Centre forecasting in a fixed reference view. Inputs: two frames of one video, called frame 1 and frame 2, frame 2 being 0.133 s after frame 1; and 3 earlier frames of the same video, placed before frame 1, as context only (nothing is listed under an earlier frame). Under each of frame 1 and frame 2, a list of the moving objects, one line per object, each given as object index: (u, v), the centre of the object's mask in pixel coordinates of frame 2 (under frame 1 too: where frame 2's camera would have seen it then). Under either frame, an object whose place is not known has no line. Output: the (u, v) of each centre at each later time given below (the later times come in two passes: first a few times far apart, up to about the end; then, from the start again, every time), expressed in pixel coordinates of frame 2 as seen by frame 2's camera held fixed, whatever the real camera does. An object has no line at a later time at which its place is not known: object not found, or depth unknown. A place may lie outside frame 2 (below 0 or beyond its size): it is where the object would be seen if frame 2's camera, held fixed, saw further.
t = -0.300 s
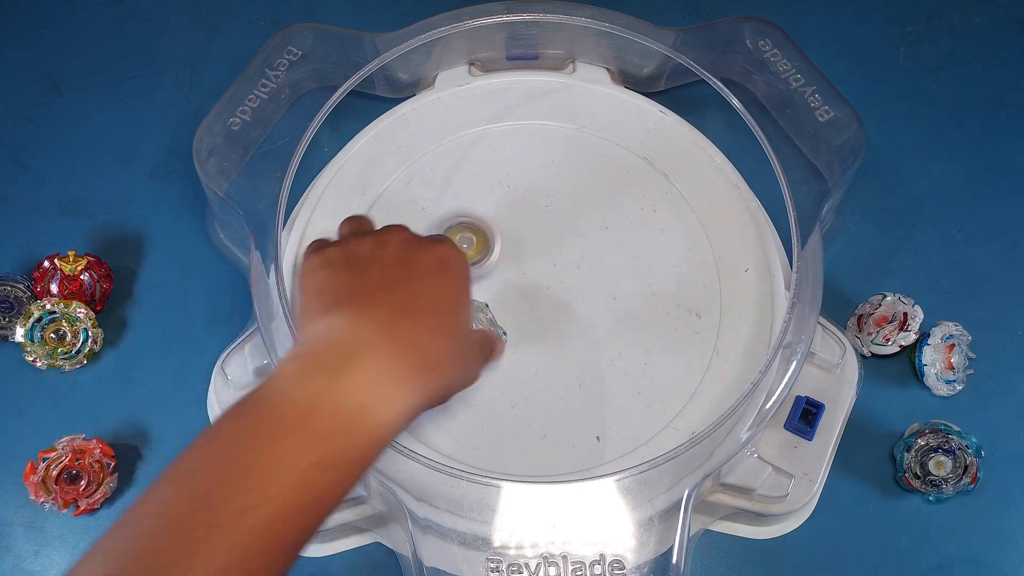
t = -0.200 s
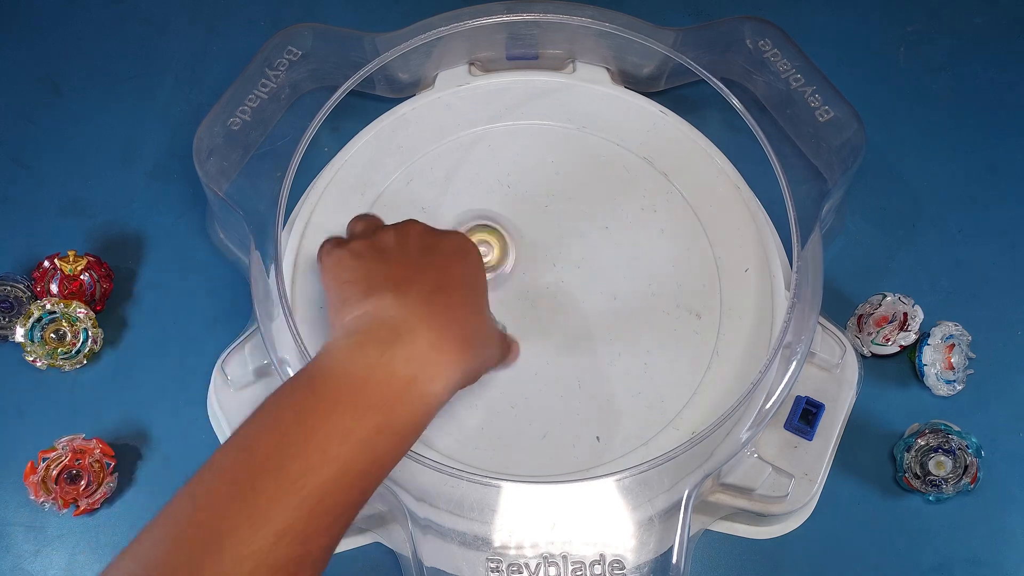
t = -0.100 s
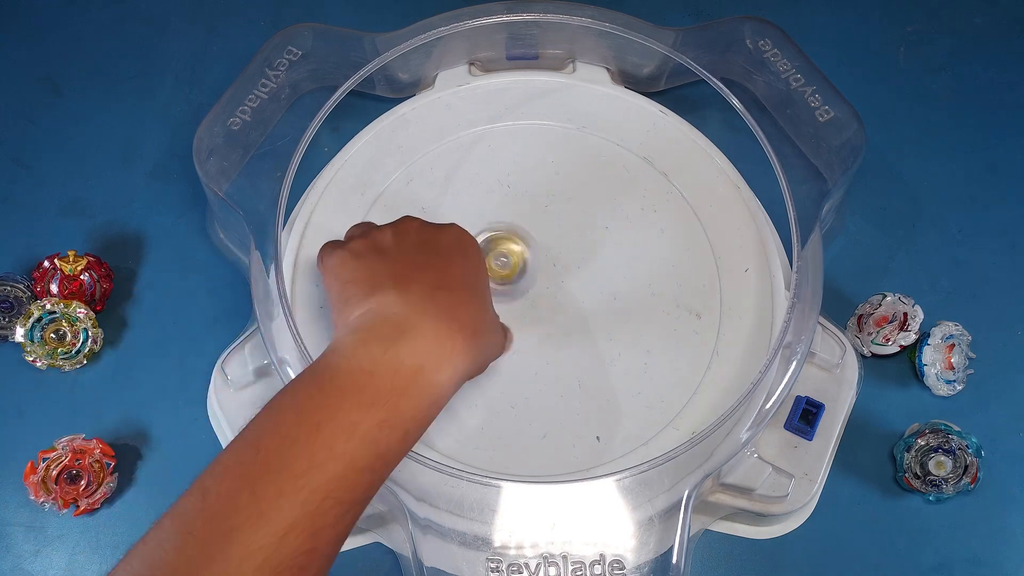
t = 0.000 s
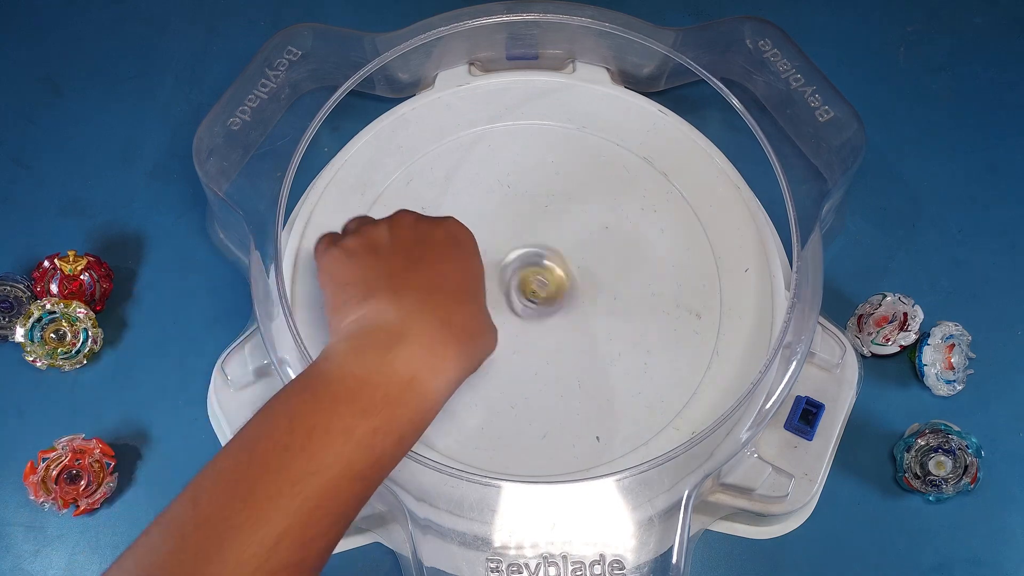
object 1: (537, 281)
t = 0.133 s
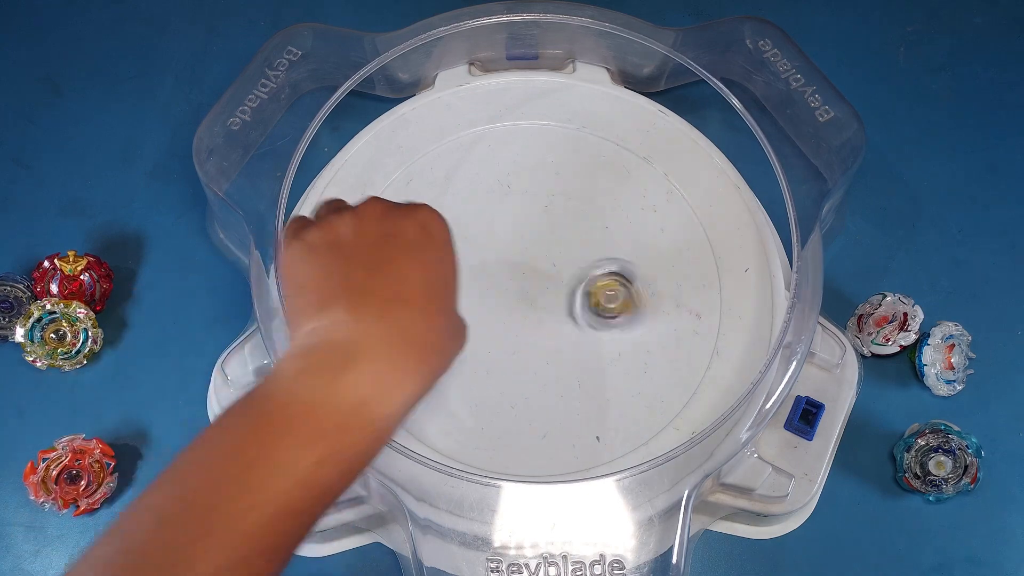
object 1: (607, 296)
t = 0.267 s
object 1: (632, 296)
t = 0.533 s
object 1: (621, 293)
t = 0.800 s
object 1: (621, 293)
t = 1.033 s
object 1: (621, 293)
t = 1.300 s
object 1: (621, 293)
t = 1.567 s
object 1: (621, 293)
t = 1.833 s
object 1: (621, 293)
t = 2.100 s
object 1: (621, 293)
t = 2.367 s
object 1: (621, 293)
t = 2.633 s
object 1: (621, 293)
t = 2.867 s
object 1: (621, 293)
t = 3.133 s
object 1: (621, 293)
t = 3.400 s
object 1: (621, 293)
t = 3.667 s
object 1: (621, 293)
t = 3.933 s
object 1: (621, 293)
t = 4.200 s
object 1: (621, 293)
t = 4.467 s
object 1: (621, 293)
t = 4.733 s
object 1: (621, 293)
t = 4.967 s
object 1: (621, 293)
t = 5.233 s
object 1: (620, 293)
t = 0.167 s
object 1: (618, 296)
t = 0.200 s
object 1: (628, 294)
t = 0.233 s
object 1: (633, 296)
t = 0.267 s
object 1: (632, 296)
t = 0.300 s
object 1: (629, 297)
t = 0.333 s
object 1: (628, 296)
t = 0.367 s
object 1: (626, 295)
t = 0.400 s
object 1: (624, 294)
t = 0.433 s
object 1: (623, 292)
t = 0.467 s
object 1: (621, 294)
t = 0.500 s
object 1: (620, 294)
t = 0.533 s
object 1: (621, 293)
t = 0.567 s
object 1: (621, 293)
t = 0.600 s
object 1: (621, 293)
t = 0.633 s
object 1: (621, 293)
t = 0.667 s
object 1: (621, 293)
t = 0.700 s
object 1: (621, 293)
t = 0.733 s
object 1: (621, 293)
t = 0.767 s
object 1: (621, 293)
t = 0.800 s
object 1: (621, 293)
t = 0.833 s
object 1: (621, 293)
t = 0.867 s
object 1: (621, 293)
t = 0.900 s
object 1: (621, 293)
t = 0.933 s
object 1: (621, 293)
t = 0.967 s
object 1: (621, 293)
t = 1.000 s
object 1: (621, 293)
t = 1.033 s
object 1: (621, 293)
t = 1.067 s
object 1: (621, 293)
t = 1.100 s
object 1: (621, 293)
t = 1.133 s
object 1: (621, 293)
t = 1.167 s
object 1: (621, 293)
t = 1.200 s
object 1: (621, 293)
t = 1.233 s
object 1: (621, 293)
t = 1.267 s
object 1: (621, 293)
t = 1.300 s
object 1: (621, 293)
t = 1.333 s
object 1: (621, 293)
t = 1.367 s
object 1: (621, 293)
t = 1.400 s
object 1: (621, 293)
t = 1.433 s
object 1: (621, 293)
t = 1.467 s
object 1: (621, 293)
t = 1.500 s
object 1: (621, 293)
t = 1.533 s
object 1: (621, 293)
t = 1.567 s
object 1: (621, 293)
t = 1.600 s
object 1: (621, 293)
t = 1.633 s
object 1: (621, 293)
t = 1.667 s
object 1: (621, 293)
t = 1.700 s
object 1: (621, 293)
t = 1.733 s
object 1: (621, 293)
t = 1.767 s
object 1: (621, 293)
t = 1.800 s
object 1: (621, 293)
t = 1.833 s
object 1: (621, 293)
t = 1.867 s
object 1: (621, 293)
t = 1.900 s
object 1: (621, 293)
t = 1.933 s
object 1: (621, 293)
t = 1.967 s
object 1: (621, 293)
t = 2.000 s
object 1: (621, 293)
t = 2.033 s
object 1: (621, 293)
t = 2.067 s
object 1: (621, 293)
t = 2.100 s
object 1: (621, 293)
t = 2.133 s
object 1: (621, 293)
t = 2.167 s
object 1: (621, 293)
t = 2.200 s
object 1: (621, 293)
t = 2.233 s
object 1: (621, 293)
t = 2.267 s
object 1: (621, 293)
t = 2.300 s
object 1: (621, 293)
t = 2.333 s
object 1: (621, 293)
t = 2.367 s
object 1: (621, 293)
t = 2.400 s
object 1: (621, 293)
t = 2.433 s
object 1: (621, 293)
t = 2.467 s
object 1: (621, 293)
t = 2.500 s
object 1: (621, 293)
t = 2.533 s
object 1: (621, 293)
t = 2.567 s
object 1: (621, 293)
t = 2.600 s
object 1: (621, 293)
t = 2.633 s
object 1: (621, 293)
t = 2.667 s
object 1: (621, 293)
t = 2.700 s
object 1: (621, 293)
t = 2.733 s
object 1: (621, 293)
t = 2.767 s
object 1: (621, 293)
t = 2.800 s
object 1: (621, 293)
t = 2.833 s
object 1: (621, 293)
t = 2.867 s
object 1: (621, 293)
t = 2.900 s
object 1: (621, 293)
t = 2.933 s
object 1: (621, 293)
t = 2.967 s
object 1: (621, 293)
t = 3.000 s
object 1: (621, 293)
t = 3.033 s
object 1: (621, 293)
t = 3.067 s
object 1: (621, 293)
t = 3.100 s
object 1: (621, 293)
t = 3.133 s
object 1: (621, 293)
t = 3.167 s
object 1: (621, 293)
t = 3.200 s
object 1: (621, 293)
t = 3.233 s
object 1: (621, 293)
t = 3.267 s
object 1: (621, 293)
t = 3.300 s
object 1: (621, 293)
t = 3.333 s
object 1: (621, 293)
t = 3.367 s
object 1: (621, 293)
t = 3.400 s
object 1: (621, 293)
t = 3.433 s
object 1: (621, 293)
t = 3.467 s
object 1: (621, 293)
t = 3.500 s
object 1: (621, 293)
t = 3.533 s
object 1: (621, 293)
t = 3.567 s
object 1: (621, 293)
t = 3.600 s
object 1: (621, 293)
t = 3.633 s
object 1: (621, 293)
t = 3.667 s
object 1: (621, 293)
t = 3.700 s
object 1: (621, 293)
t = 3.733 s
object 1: (621, 293)
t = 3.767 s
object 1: (621, 293)
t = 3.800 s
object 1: (621, 293)
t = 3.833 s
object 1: (621, 293)
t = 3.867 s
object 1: (621, 293)
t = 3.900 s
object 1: (621, 293)
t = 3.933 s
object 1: (621, 293)
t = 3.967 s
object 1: (621, 293)
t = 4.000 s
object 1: (621, 293)
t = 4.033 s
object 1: (621, 293)
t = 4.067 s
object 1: (621, 293)
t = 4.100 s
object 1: (621, 293)
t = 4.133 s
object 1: (621, 293)
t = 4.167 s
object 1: (621, 293)
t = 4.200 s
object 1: (621, 293)
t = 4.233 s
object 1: (621, 293)
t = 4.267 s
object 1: (621, 293)
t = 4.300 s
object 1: (621, 293)
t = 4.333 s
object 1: (621, 293)
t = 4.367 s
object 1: (621, 293)
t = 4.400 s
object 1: (621, 293)
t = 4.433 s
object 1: (621, 293)
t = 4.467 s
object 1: (621, 293)
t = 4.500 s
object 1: (621, 293)
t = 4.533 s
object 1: (621, 293)
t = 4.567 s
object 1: (621, 293)
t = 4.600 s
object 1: (621, 293)
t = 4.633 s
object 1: (621, 293)
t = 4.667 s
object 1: (621, 293)
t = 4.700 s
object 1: (621, 293)
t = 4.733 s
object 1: (621, 293)
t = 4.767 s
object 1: (621, 293)
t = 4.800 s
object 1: (621, 293)
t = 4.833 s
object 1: (621, 293)
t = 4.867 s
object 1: (621, 293)
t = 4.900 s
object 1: (620, 293)
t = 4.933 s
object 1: (620, 293)
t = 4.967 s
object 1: (621, 293)
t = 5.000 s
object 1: (621, 293)
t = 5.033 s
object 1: (620, 293)
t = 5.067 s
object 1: (621, 293)
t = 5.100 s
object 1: (620, 293)
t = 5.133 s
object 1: (621, 293)
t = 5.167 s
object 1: (621, 293)
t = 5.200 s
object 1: (621, 293)
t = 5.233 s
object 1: (620, 293)
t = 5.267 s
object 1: (621, 293)
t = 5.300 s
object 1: (621, 293)
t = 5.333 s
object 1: (621, 293)
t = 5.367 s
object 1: (621, 293)
